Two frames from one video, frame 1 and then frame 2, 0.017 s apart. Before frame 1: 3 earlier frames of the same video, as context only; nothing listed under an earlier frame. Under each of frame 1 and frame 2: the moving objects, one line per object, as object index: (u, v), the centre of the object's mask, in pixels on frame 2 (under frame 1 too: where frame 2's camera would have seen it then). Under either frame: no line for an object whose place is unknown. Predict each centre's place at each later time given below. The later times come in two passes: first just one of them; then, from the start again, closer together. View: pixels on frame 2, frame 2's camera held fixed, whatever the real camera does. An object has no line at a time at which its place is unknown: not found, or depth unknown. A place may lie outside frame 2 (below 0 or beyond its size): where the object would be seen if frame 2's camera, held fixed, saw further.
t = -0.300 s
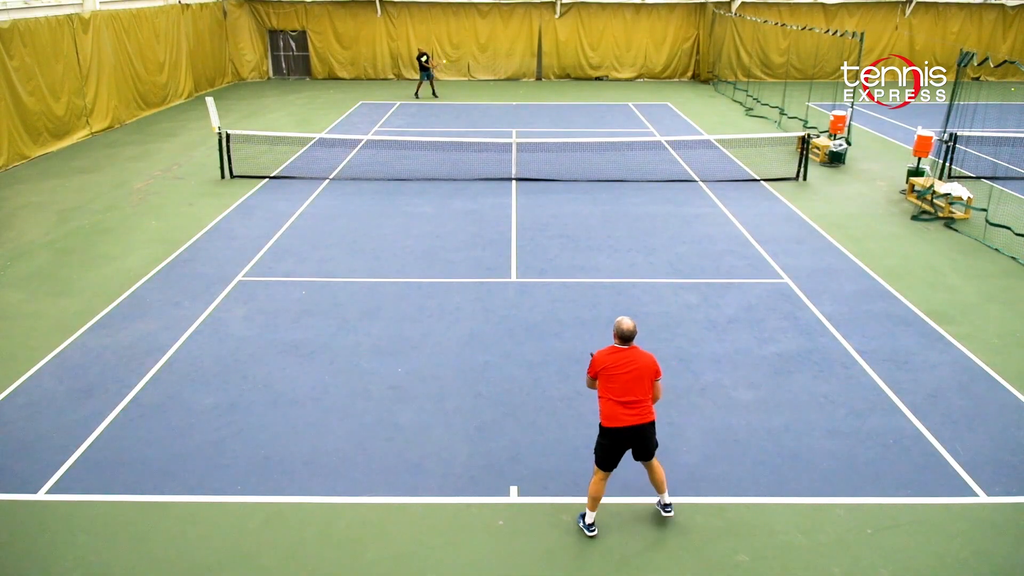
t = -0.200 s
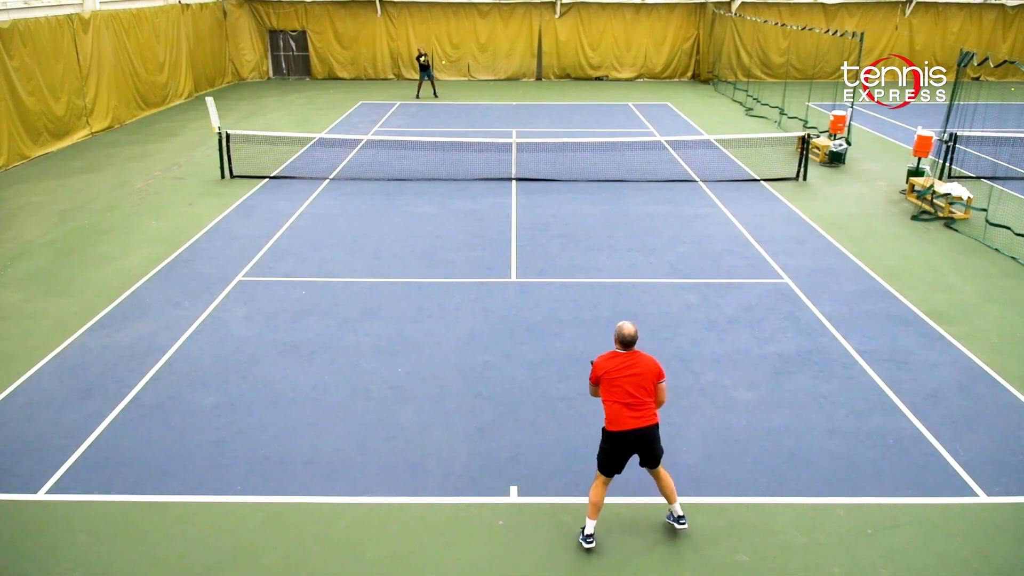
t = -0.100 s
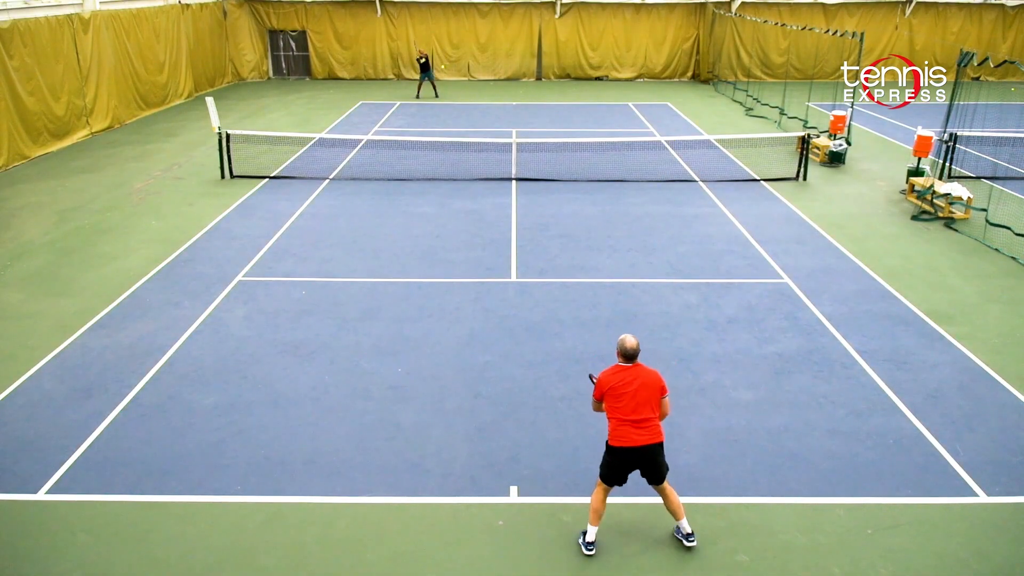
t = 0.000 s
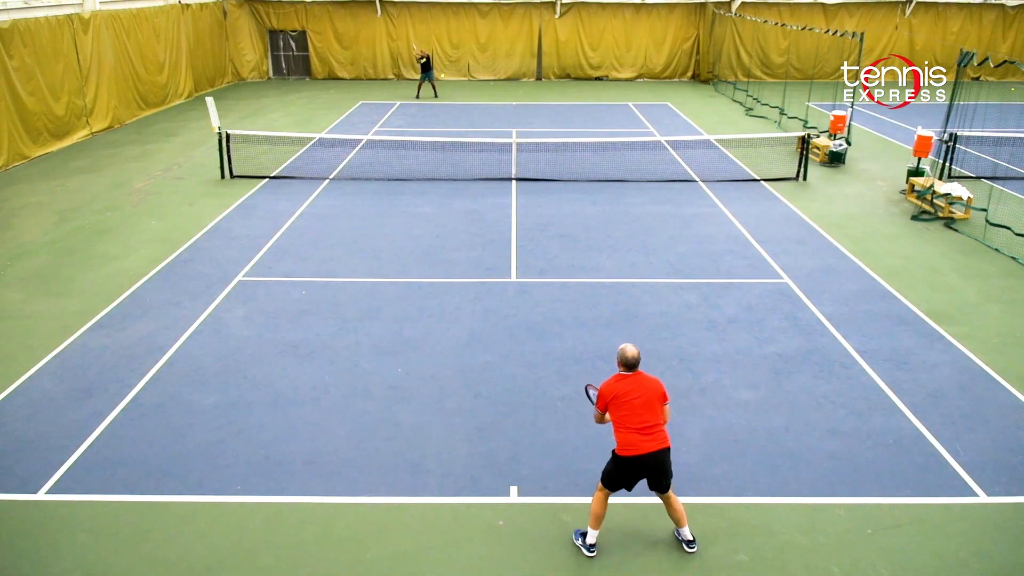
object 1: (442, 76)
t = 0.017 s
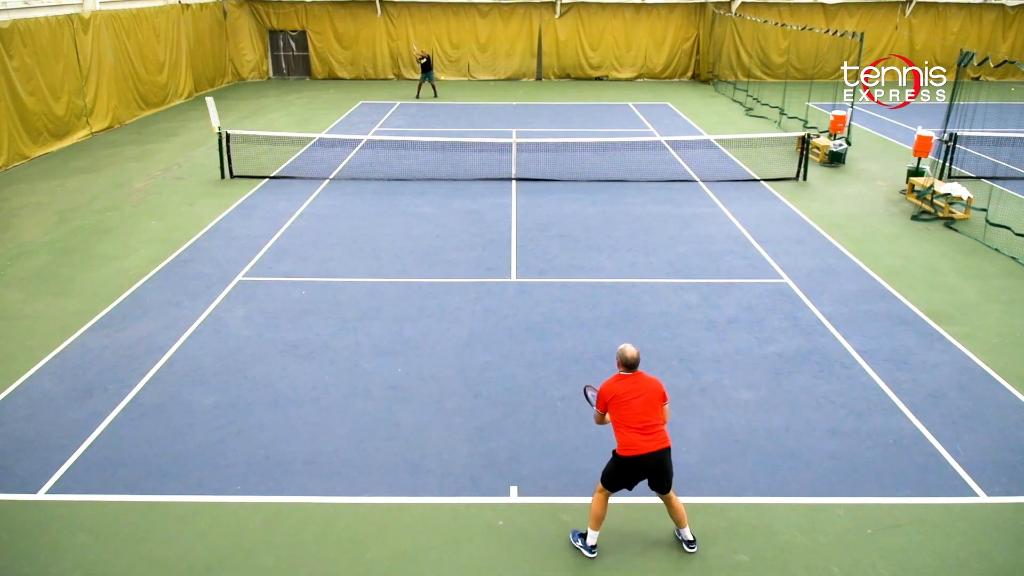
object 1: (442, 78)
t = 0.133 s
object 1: (443, 97)
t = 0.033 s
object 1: (442, 80)
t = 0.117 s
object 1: (442, 94)
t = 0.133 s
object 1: (443, 97)
